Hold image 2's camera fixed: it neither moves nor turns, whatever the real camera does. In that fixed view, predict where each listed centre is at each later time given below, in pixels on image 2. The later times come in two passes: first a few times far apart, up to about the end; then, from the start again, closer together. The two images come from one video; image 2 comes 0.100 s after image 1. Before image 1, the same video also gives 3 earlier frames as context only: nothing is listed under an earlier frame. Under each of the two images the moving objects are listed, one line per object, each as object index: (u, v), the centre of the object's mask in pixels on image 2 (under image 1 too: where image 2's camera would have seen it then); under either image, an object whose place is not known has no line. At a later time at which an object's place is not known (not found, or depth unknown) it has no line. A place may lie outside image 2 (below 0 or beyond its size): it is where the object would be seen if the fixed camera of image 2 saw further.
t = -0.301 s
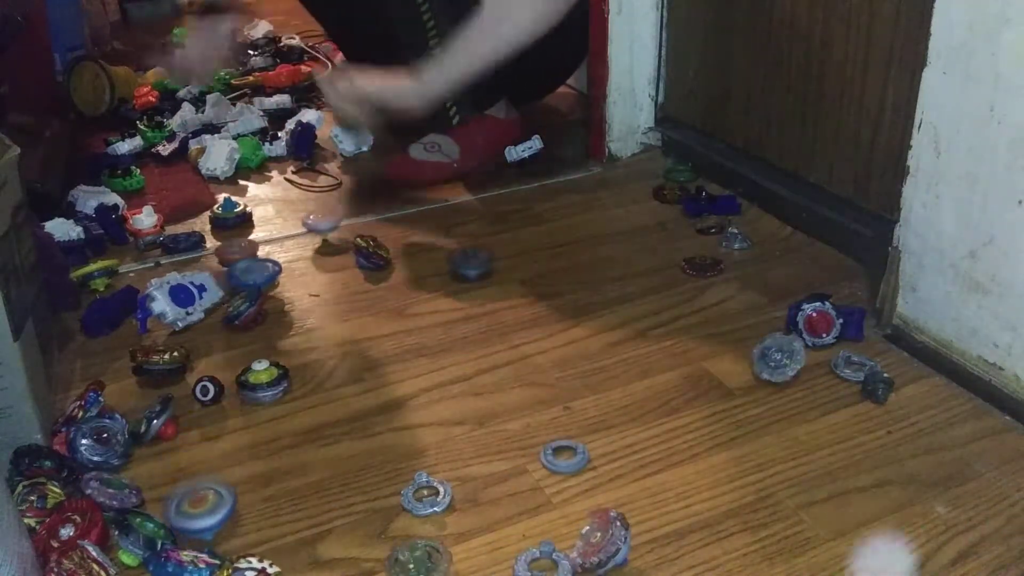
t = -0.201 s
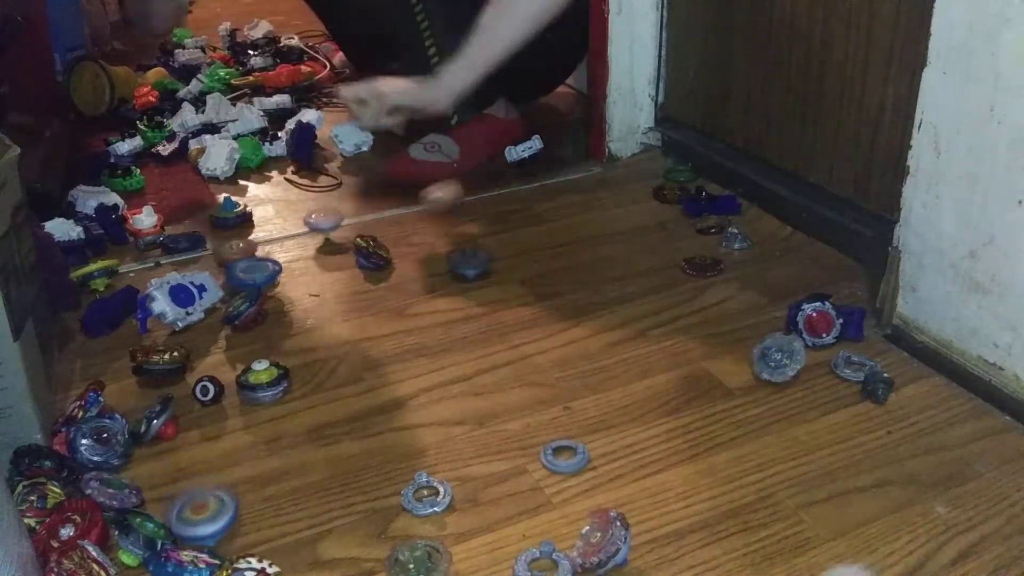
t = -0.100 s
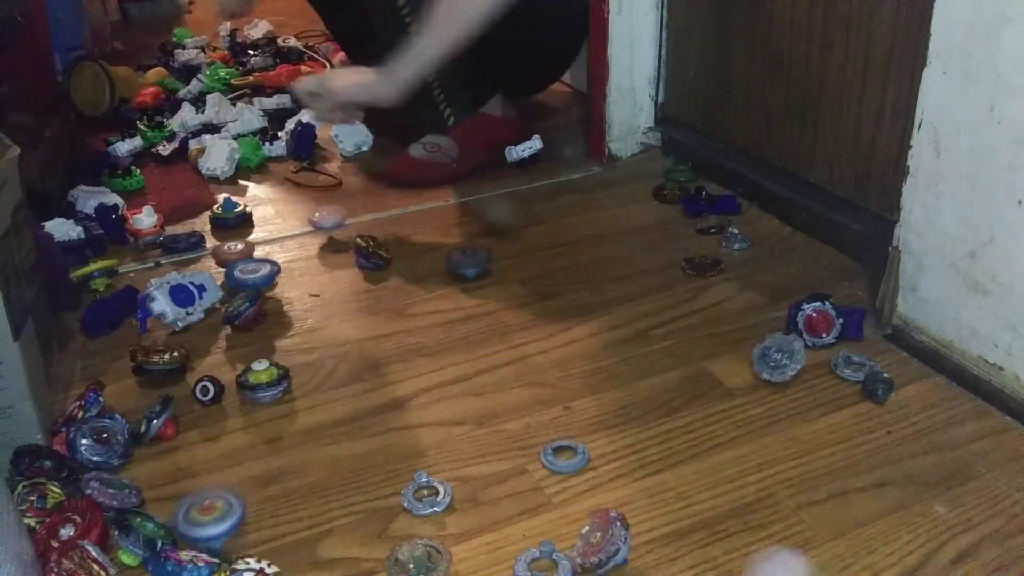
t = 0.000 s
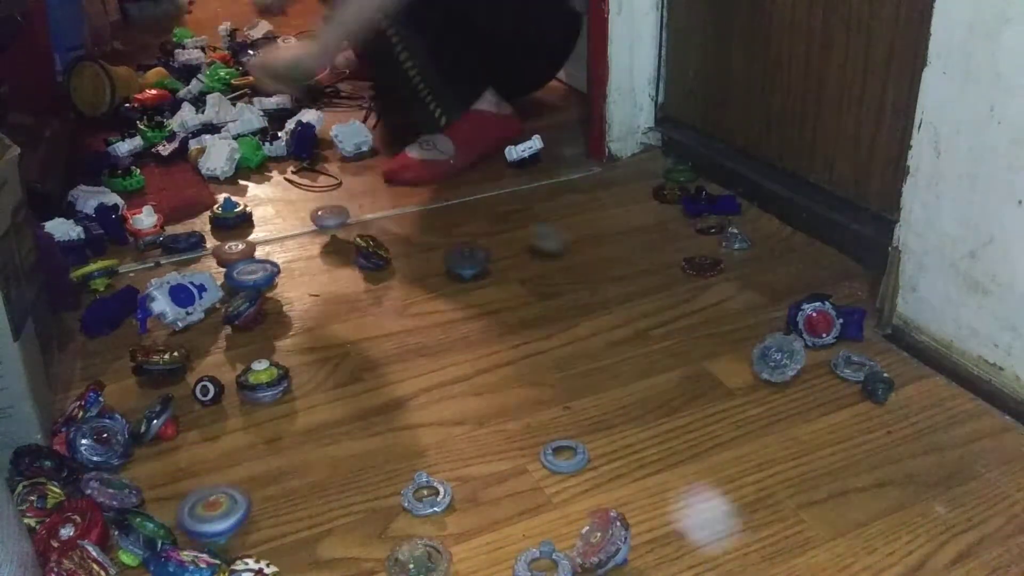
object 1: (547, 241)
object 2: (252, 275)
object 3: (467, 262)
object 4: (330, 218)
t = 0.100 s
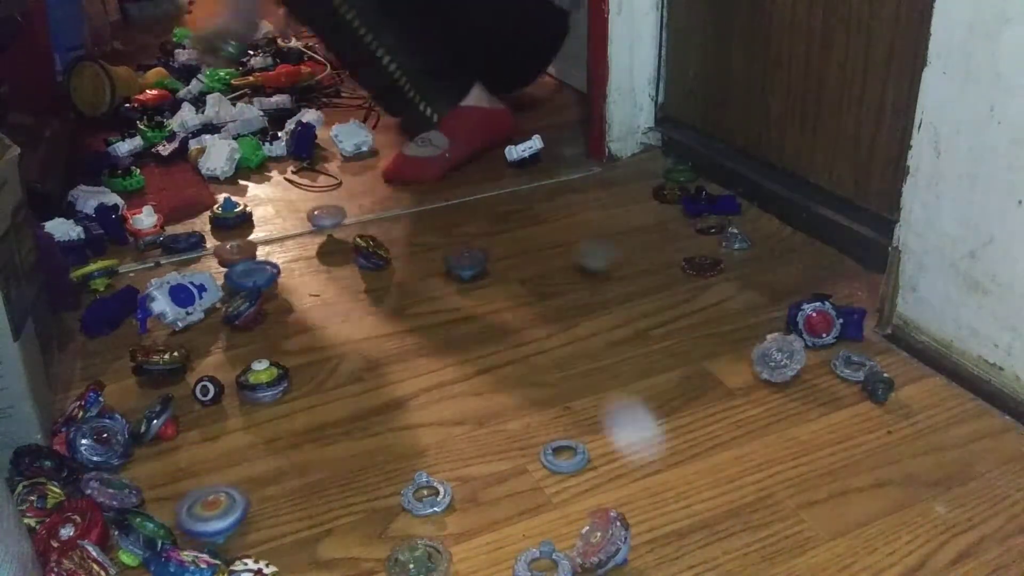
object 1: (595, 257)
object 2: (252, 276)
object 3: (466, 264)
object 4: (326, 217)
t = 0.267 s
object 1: (683, 288)
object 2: (254, 276)
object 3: (463, 263)
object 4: (319, 219)
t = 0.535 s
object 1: (761, 334)
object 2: (262, 274)
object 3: (455, 264)
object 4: (319, 221)
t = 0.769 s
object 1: (751, 366)
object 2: (262, 274)
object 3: (448, 268)
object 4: (319, 223)
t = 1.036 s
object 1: (733, 396)
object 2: (261, 274)
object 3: (440, 272)
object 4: (321, 225)
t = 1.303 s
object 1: (699, 420)
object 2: (255, 275)
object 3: (433, 276)
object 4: (314, 226)
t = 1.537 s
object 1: (664, 435)
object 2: (247, 277)
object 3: (422, 280)
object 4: (318, 227)
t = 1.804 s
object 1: (626, 444)
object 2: (244, 276)
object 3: (413, 284)
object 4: (314, 228)
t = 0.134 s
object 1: (611, 262)
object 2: (252, 276)
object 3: (466, 263)
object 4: (326, 217)
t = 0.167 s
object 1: (629, 268)
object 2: (252, 276)
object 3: (464, 262)
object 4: (324, 217)
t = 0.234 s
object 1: (669, 281)
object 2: (254, 276)
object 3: (464, 263)
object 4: (320, 218)
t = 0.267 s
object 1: (683, 288)
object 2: (254, 276)
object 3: (463, 263)
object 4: (319, 219)
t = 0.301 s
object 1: (697, 294)
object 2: (255, 276)
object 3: (461, 264)
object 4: (318, 220)
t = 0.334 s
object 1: (716, 302)
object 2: (256, 275)
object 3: (461, 263)
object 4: (318, 220)
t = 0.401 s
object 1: (747, 318)
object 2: (259, 274)
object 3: (459, 263)
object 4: (317, 221)
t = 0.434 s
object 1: (760, 324)
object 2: (260, 274)
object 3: (458, 263)
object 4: (317, 221)
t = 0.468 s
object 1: (769, 325)
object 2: (261, 275)
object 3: (457, 263)
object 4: (318, 221)
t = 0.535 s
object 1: (761, 334)
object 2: (262, 274)
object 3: (455, 264)
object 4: (319, 221)
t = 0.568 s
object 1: (759, 339)
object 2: (262, 274)
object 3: (454, 265)
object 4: (320, 221)
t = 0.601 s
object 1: (759, 342)
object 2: (262, 274)
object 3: (452, 266)
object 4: (320, 221)
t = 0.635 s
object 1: (758, 346)
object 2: (262, 274)
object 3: (451, 266)
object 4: (320, 222)
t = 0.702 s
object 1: (755, 355)
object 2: (263, 274)
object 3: (450, 267)
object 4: (320, 222)
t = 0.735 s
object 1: (753, 362)
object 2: (263, 274)
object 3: (449, 268)
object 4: (319, 223)
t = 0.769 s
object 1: (751, 366)
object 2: (262, 274)
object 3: (448, 268)
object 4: (319, 223)
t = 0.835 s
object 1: (748, 374)
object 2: (262, 274)
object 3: (445, 269)
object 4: (319, 223)
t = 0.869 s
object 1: (746, 378)
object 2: (262, 274)
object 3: (444, 270)
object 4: (320, 224)
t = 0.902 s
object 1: (744, 382)
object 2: (262, 274)
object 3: (443, 270)
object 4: (322, 224)
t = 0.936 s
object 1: (741, 385)
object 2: (261, 274)
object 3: (443, 271)
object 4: (321, 224)
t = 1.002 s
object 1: (736, 393)
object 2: (261, 274)
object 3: (441, 272)
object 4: (321, 224)
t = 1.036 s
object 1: (733, 396)
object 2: (261, 274)
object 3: (440, 272)
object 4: (321, 225)
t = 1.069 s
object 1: (731, 398)
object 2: (261, 274)
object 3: (439, 273)
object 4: (320, 225)
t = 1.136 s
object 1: (724, 404)
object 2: (260, 275)
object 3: (438, 274)
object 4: (318, 225)
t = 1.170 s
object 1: (721, 406)
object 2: (259, 274)
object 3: (438, 273)
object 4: (315, 226)
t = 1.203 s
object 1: (716, 410)
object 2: (258, 274)
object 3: (436, 274)
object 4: (313, 226)
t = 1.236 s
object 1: (711, 414)
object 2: (257, 274)
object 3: (435, 274)
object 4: (313, 226)
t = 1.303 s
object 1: (699, 420)
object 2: (255, 275)
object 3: (433, 276)
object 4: (314, 226)
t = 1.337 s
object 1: (696, 423)
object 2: (254, 275)
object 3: (432, 276)
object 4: (314, 226)
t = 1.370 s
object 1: (691, 425)
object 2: (253, 276)
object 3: (430, 277)
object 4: (315, 226)
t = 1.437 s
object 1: (680, 430)
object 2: (251, 276)
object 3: (427, 279)
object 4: (317, 226)
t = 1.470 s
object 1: (675, 432)
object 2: (250, 276)
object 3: (425, 279)
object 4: (318, 226)
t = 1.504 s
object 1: (669, 434)
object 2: (248, 277)
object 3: (423, 280)
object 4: (319, 226)
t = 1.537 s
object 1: (664, 435)
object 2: (247, 277)
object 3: (422, 280)
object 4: (318, 227)
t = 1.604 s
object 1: (655, 438)
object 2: (245, 278)
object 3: (420, 281)
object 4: (317, 227)
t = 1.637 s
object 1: (651, 439)
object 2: (244, 277)
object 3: (418, 282)
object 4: (316, 228)
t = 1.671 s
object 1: (649, 439)
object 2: (244, 276)
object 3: (414, 284)
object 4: (316, 228)
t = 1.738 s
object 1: (636, 443)
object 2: (244, 277)
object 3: (412, 284)
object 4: (315, 229)
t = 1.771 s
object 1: (629, 443)
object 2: (244, 277)
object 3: (413, 284)
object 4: (314, 228)
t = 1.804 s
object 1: (626, 444)
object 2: (244, 276)
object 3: (413, 284)
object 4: (314, 228)
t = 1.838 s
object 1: (619, 445)
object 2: (244, 276)
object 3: (412, 285)
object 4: (313, 228)
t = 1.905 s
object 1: (610, 445)
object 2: (244, 276)
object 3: (409, 286)
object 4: (312, 228)
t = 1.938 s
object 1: (605, 445)
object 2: (244, 277)
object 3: (407, 287)
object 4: (310, 228)
